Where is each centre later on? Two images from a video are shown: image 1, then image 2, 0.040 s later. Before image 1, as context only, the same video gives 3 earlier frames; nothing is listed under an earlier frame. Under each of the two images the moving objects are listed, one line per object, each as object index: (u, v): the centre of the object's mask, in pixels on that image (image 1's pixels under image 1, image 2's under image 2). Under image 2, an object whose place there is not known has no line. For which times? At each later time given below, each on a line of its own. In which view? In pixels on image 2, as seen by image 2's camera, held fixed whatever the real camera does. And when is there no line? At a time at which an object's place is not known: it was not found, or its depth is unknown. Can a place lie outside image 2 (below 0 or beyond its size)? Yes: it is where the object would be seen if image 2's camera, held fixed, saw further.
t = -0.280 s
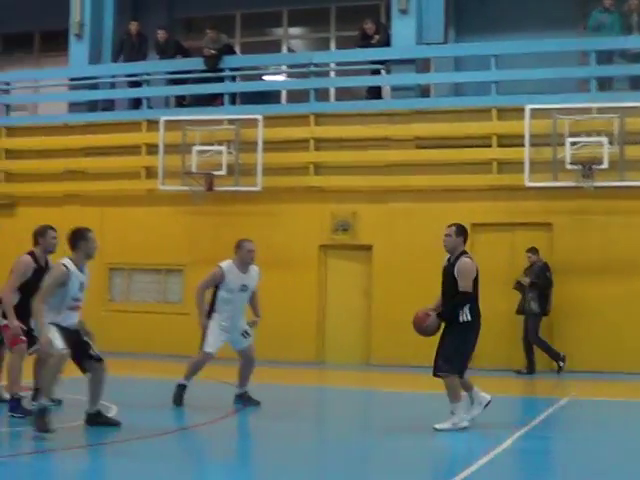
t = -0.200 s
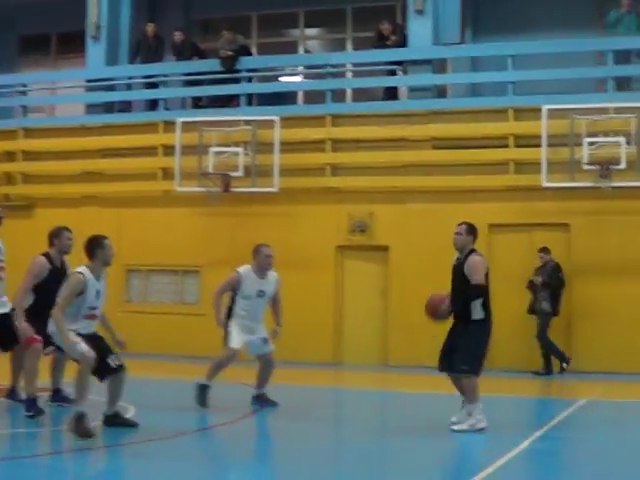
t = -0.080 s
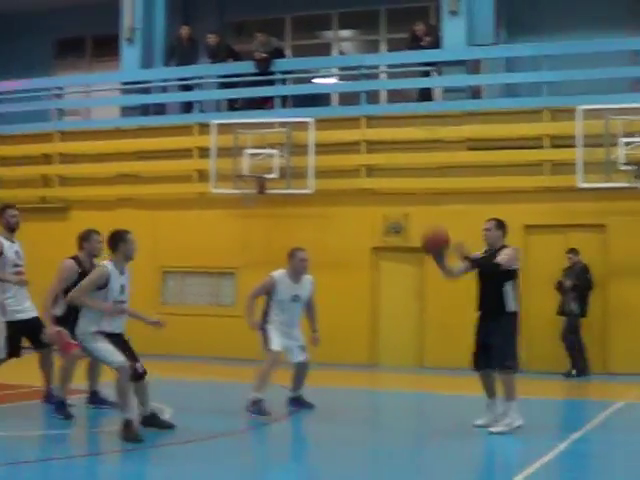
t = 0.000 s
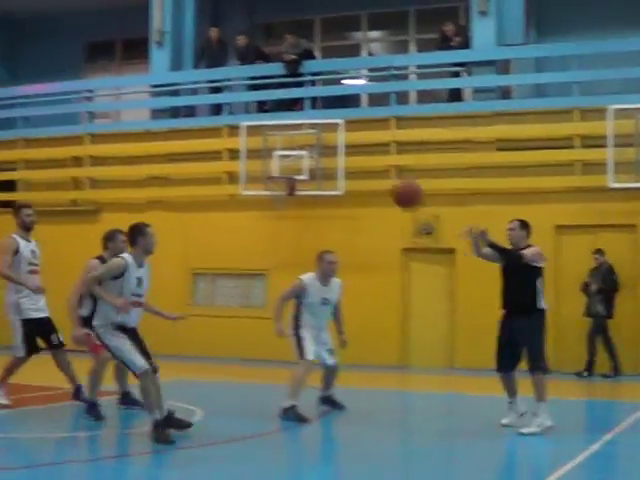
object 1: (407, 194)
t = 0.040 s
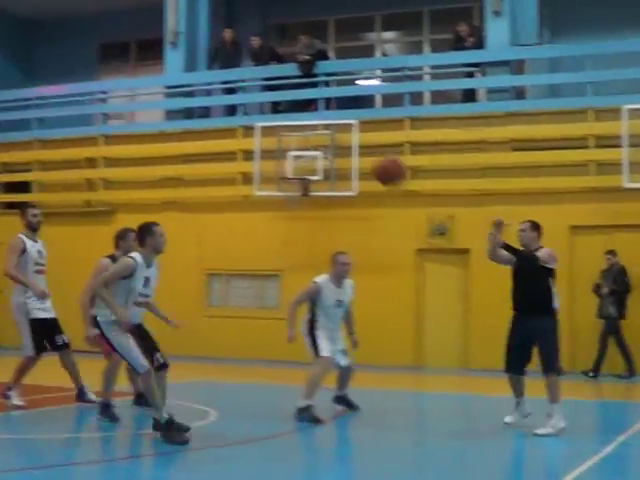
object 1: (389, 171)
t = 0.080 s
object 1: (355, 147)
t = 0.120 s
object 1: (320, 125)
